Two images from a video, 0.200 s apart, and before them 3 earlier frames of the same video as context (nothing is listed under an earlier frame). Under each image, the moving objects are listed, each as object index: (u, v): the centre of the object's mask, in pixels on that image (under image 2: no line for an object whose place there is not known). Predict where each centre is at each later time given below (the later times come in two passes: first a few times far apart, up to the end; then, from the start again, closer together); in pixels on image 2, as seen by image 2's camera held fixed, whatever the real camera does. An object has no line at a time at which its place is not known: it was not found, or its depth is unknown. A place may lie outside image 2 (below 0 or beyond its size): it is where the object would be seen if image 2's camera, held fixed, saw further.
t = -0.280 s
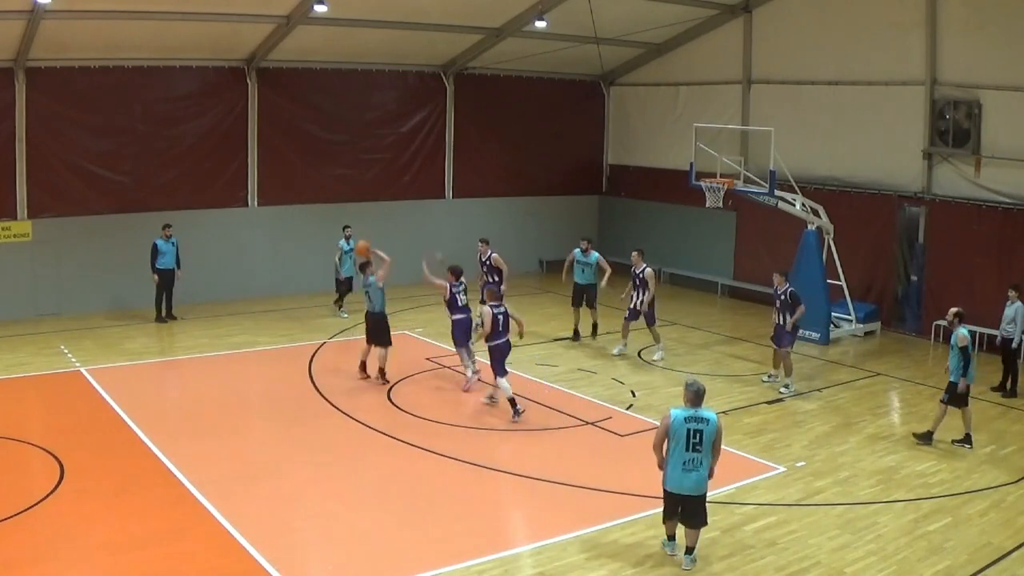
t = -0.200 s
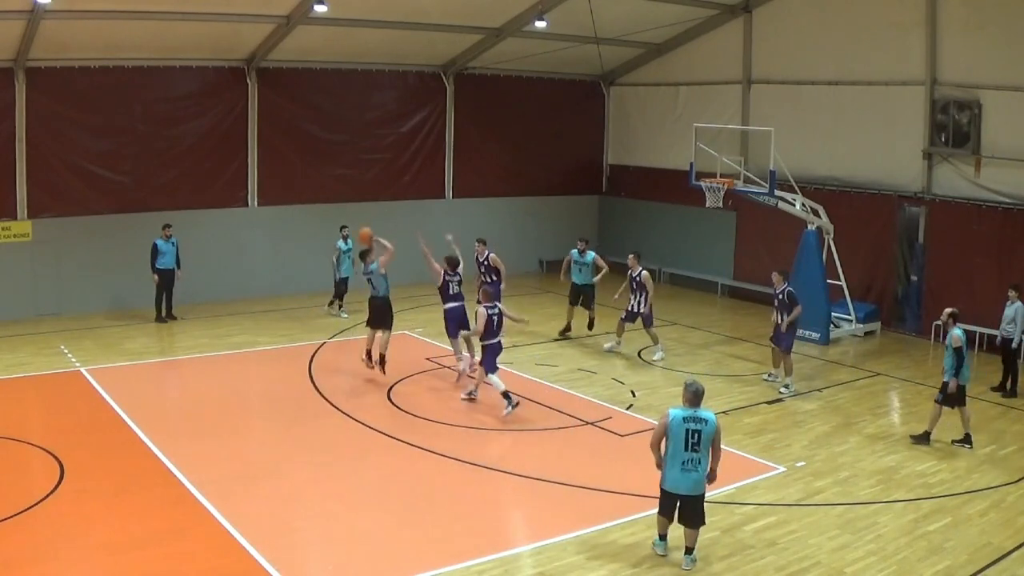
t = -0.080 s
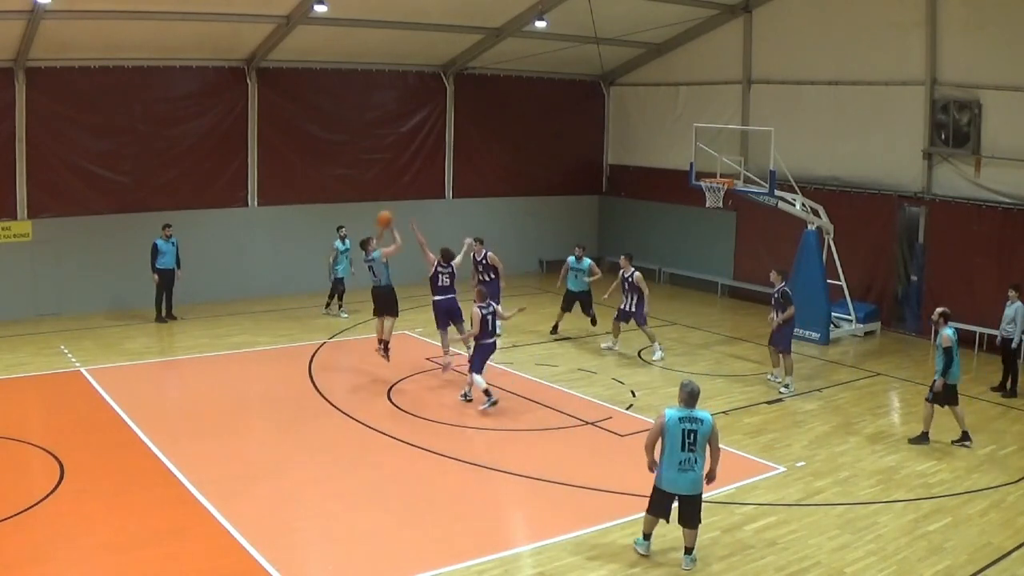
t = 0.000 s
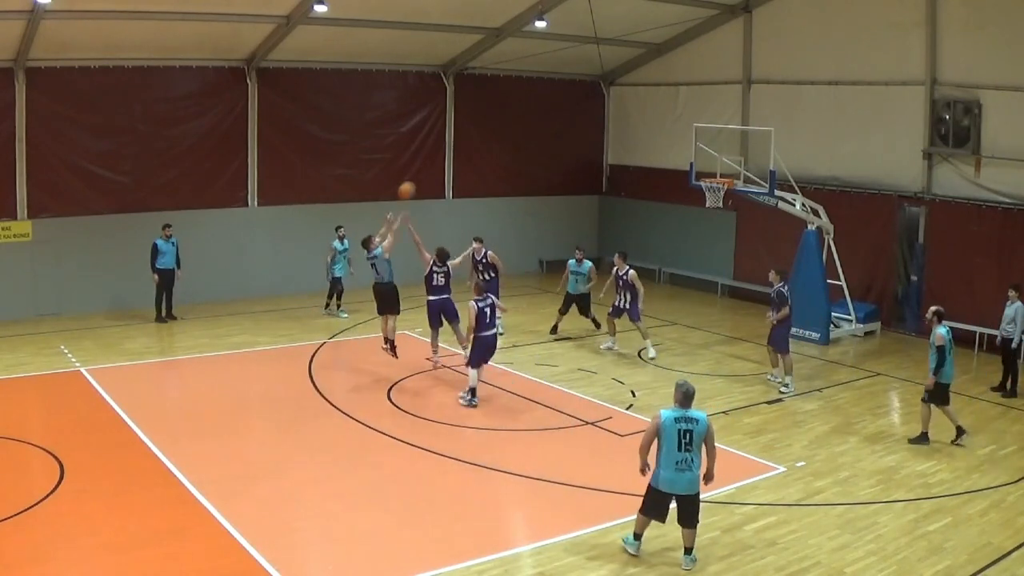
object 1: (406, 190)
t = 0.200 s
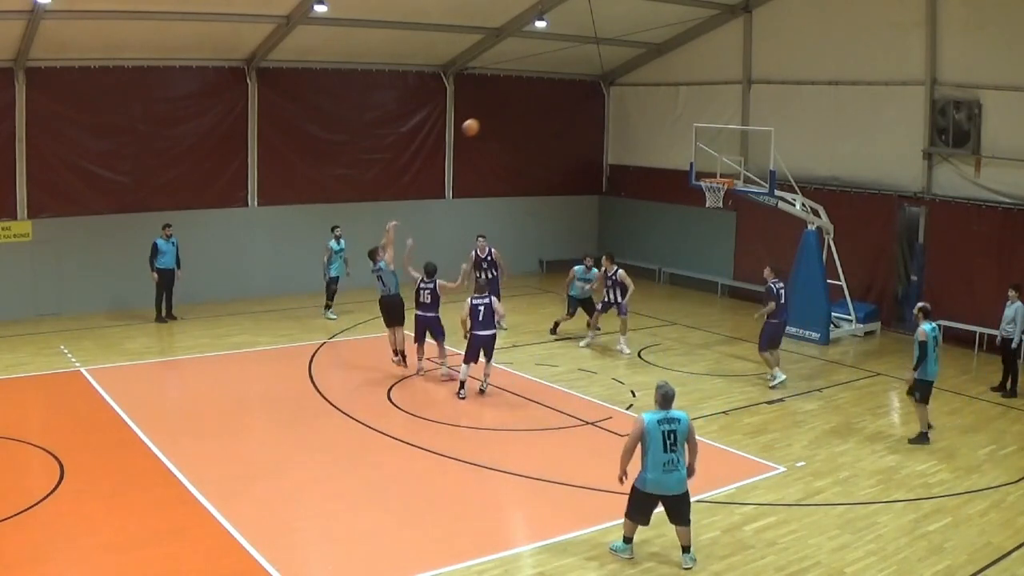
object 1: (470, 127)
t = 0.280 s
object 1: (495, 110)
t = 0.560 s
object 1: (578, 85)
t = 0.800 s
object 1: (641, 100)
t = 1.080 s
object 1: (708, 161)
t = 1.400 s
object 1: (734, 126)
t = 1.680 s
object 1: (750, 120)
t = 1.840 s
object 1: (761, 140)
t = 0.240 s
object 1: (483, 118)
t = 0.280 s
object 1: (495, 110)
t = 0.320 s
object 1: (507, 103)
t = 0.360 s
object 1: (520, 97)
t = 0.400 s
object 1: (532, 93)
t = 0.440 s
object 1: (543, 89)
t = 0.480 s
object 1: (554, 87)
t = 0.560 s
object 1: (578, 85)
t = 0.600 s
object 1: (588, 85)
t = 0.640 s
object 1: (599, 87)
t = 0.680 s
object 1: (608, 88)
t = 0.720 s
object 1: (620, 93)
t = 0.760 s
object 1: (632, 96)
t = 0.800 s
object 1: (641, 100)
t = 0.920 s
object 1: (671, 122)
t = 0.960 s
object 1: (680, 131)
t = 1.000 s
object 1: (688, 141)
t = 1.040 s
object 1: (698, 150)
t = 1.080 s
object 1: (708, 161)
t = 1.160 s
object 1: (719, 165)
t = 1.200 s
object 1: (721, 157)
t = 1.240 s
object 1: (723, 149)
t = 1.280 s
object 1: (726, 142)
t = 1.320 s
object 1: (729, 136)
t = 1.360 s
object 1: (731, 132)
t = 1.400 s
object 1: (734, 126)
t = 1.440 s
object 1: (737, 123)
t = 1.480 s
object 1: (739, 120)
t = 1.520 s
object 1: (741, 118)
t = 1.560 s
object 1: (744, 118)
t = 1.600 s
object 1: (747, 118)
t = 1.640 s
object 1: (748, 119)
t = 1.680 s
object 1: (750, 120)
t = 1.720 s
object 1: (754, 124)
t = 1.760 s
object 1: (756, 128)
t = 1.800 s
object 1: (758, 134)
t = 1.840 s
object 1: (761, 140)
